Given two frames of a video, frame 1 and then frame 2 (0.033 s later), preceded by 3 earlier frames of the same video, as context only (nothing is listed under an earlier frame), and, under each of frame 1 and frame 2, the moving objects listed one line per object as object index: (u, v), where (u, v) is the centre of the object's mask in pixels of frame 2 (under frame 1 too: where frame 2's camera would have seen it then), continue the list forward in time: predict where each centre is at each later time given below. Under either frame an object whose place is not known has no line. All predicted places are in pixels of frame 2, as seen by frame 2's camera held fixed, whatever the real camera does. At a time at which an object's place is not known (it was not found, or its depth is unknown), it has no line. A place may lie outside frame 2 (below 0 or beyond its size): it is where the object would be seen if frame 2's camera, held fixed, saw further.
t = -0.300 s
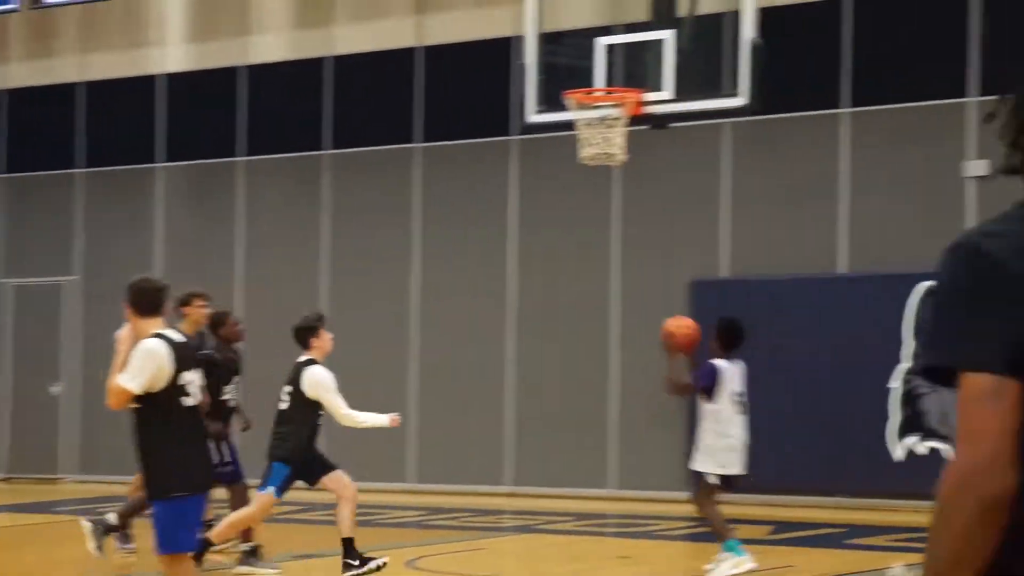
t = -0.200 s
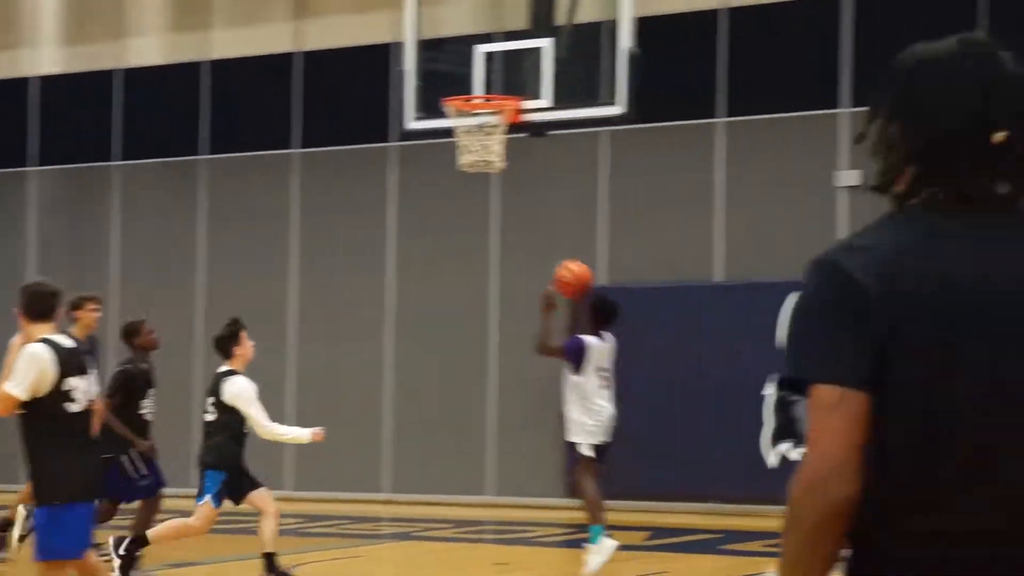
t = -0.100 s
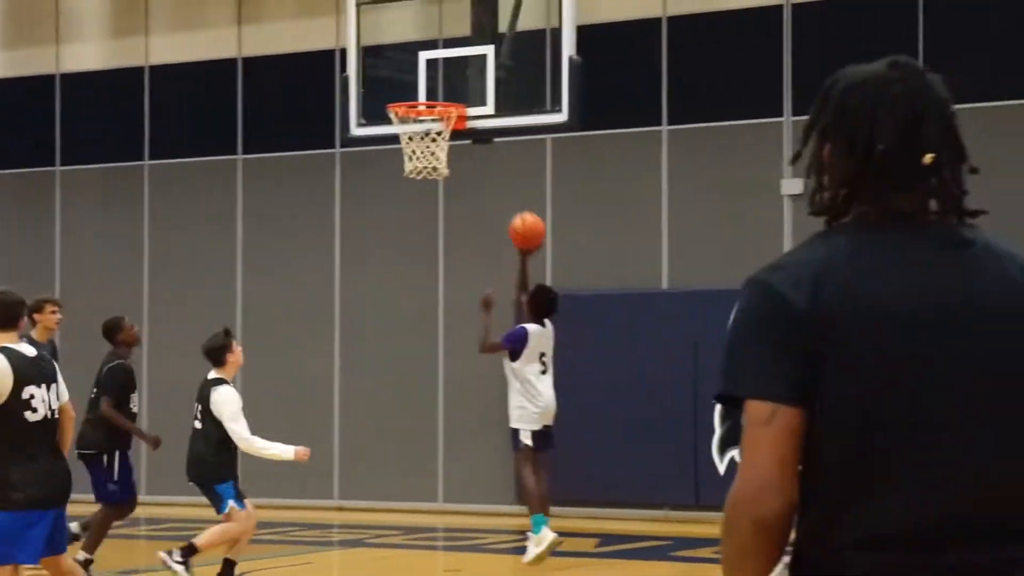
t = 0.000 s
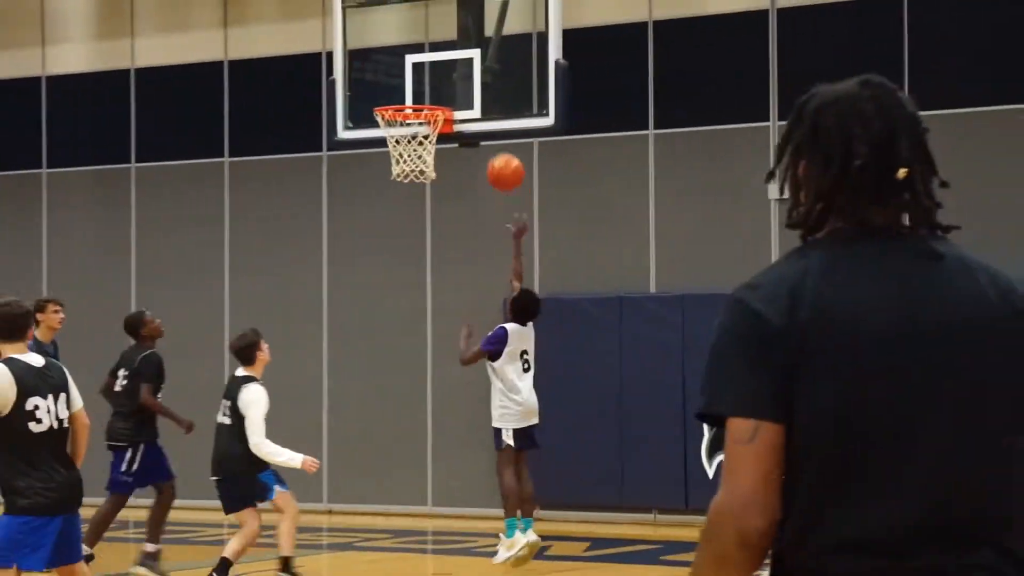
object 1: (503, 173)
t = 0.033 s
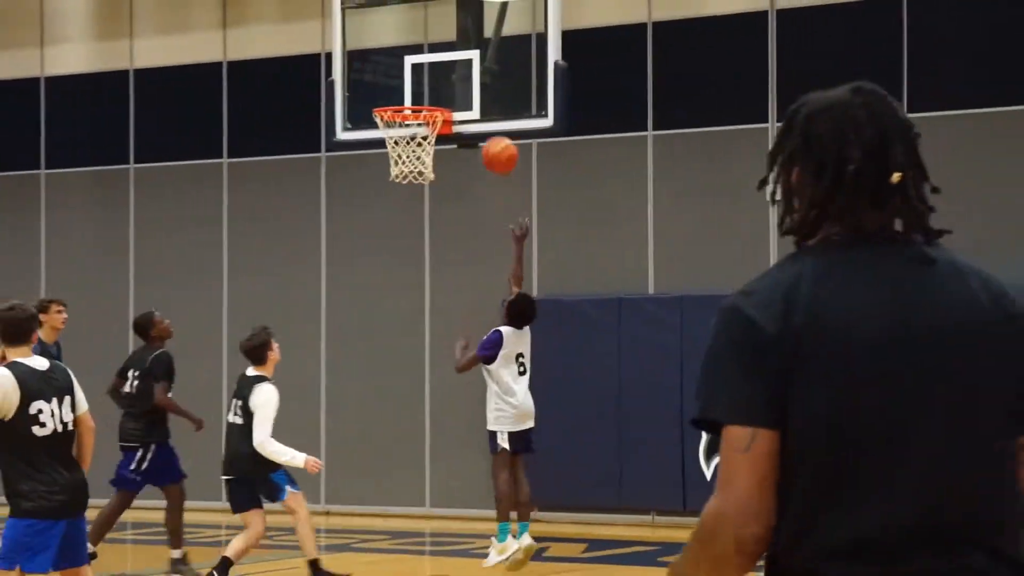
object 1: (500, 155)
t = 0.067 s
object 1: (496, 139)
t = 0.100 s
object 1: (492, 124)
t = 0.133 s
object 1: (488, 110)
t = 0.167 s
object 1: (484, 99)
